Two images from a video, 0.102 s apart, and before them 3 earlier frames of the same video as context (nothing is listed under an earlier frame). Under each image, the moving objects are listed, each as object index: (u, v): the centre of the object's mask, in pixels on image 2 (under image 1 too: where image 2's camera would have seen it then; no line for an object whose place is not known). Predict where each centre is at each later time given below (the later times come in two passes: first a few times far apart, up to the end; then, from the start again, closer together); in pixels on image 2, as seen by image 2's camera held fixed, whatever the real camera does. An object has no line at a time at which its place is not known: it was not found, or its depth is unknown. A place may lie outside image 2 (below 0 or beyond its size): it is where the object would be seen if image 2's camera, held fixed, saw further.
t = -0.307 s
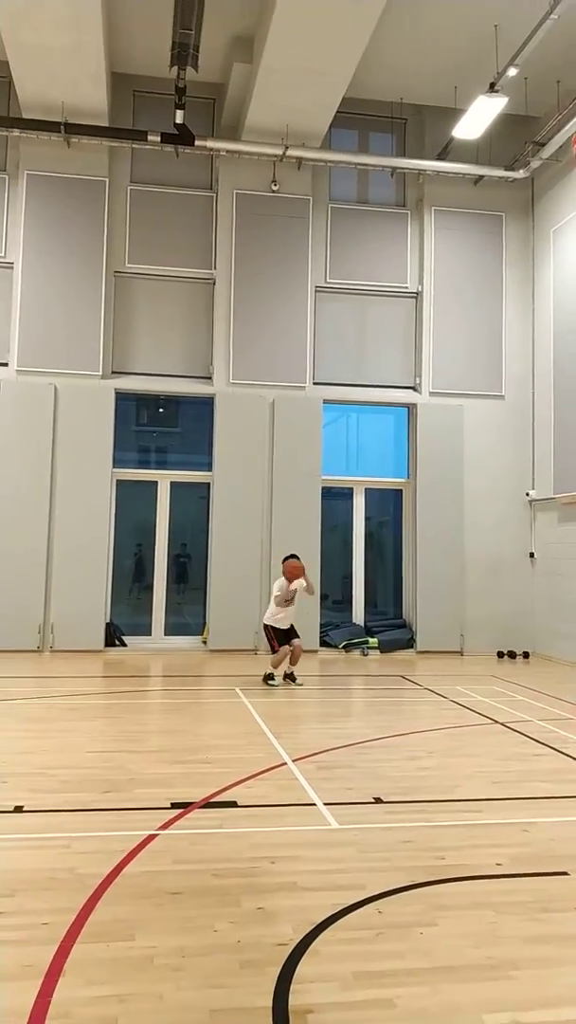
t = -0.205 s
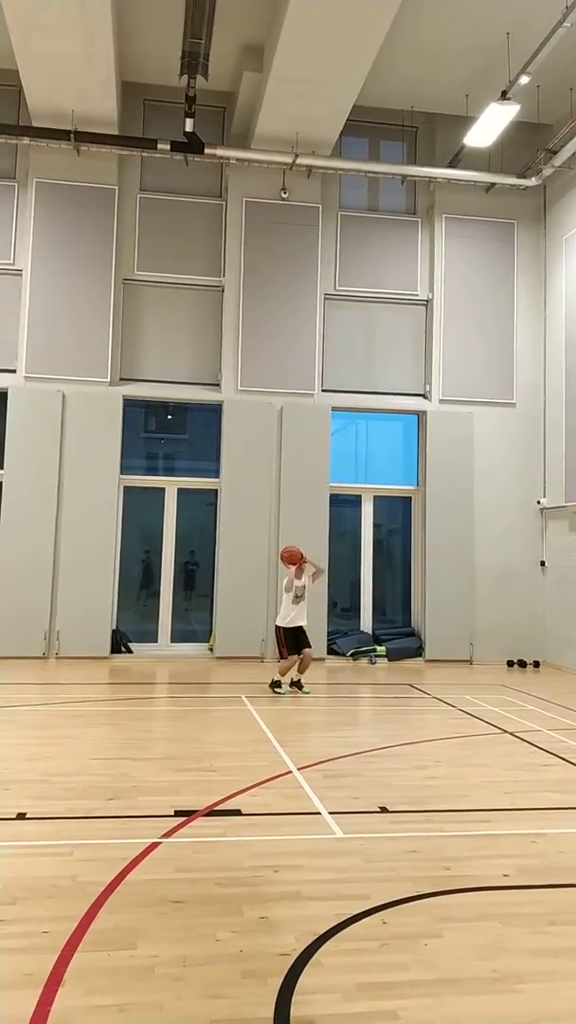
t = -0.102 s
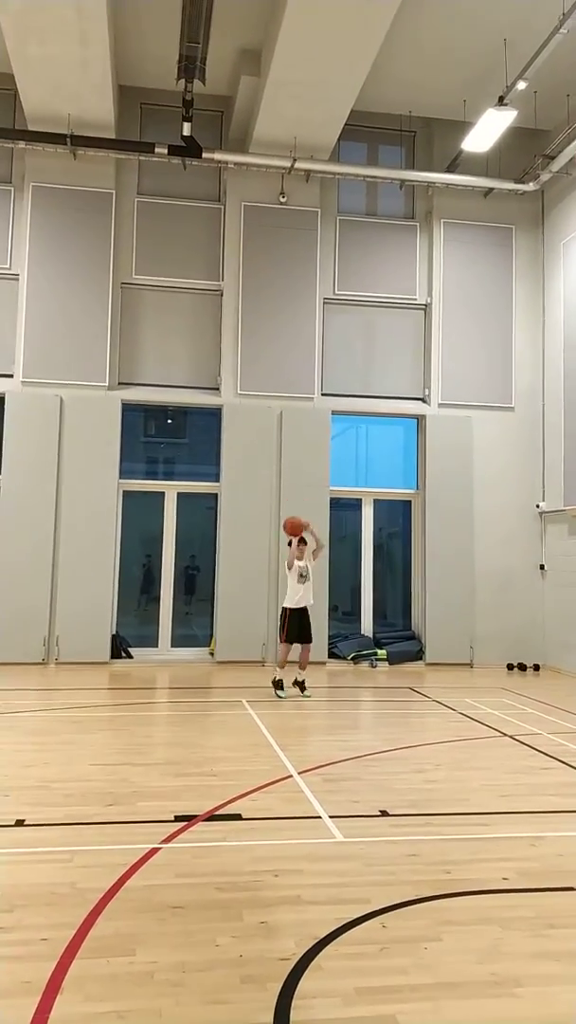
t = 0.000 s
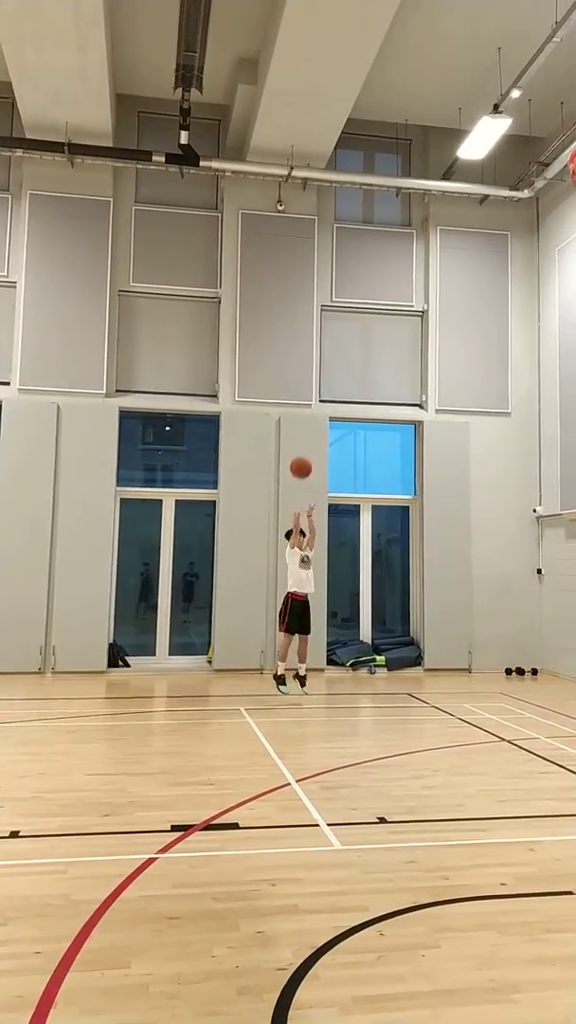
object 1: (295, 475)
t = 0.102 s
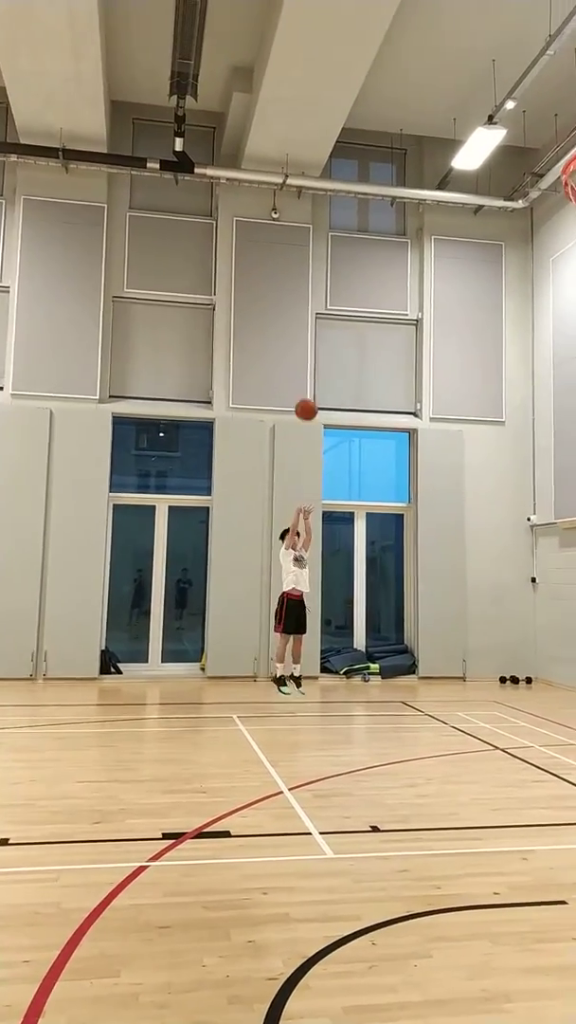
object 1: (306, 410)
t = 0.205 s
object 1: (318, 347)
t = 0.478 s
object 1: (355, 197)
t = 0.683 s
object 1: (391, 112)
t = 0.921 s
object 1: (445, 55)
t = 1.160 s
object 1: (530, 77)
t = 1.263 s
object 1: (581, 123)
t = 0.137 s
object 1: (310, 389)
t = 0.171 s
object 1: (314, 368)
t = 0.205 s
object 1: (318, 347)
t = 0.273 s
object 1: (327, 307)
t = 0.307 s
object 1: (331, 288)
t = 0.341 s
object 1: (336, 269)
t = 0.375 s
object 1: (341, 249)
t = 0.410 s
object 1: (347, 231)
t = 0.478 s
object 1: (355, 197)
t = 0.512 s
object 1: (362, 180)
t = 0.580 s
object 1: (373, 150)
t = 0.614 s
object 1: (380, 136)
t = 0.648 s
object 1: (385, 124)
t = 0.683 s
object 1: (391, 112)
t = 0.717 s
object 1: (397, 101)
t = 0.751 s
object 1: (404, 91)
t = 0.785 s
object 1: (411, 82)
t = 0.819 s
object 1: (419, 73)
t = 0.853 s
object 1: (427, 66)
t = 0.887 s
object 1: (436, 60)
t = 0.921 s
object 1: (445, 55)
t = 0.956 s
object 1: (455, 52)
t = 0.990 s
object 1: (465, 50)
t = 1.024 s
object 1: (476, 51)
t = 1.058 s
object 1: (488, 53)
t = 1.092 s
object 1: (501, 58)
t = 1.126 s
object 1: (515, 65)
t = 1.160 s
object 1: (530, 77)
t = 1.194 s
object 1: (547, 91)
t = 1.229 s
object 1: (564, 109)
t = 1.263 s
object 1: (581, 123)
